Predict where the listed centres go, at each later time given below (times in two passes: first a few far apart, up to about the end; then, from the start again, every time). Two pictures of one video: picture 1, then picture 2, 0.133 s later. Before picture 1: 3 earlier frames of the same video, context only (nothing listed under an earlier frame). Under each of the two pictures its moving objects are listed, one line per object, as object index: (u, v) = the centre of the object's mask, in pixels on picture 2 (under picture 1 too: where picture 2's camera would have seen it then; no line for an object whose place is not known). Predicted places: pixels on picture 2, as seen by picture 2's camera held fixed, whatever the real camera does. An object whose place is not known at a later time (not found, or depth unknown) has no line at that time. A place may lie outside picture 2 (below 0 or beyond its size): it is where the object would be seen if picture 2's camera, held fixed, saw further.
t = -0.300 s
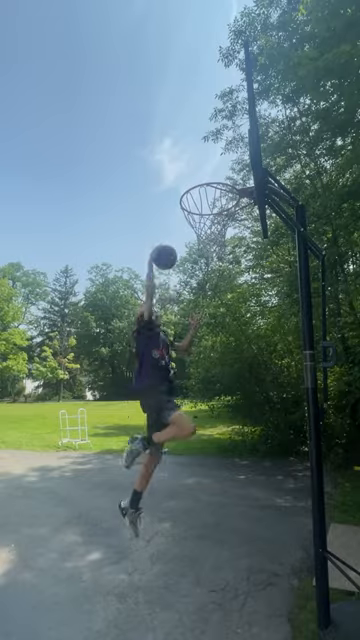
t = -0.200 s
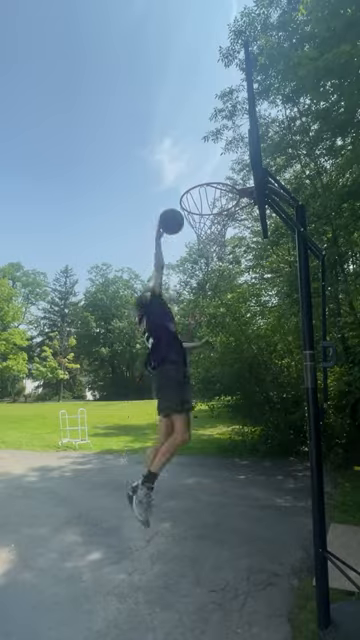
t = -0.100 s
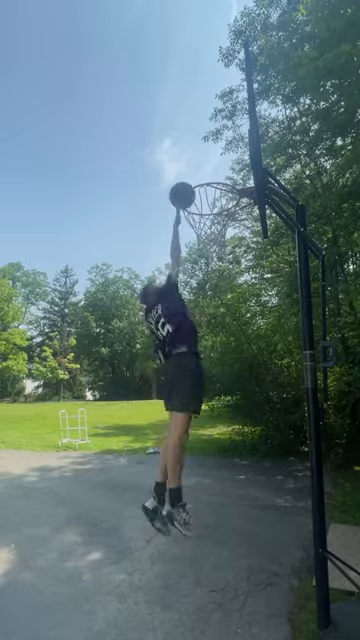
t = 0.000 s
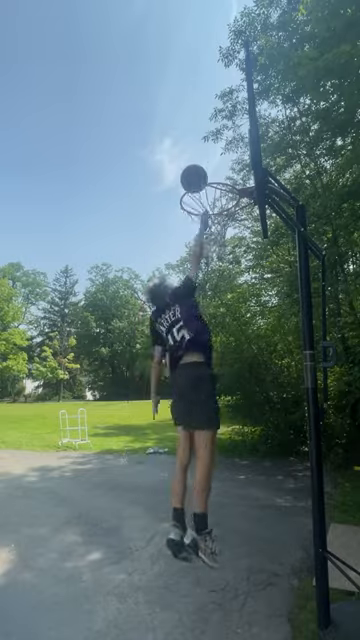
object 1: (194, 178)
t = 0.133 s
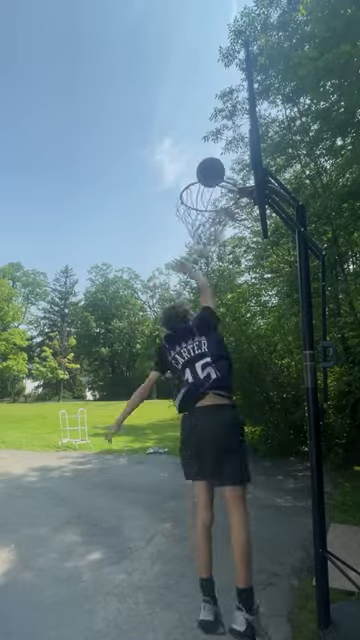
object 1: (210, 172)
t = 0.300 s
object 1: (211, 183)
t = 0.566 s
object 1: (200, 238)
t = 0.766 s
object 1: (208, 274)
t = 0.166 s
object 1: (215, 174)
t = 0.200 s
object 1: (220, 176)
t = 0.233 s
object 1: (217, 178)
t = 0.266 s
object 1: (214, 180)
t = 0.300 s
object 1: (211, 183)
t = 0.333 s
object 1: (208, 188)
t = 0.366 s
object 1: (205, 193)
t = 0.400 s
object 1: (203, 200)
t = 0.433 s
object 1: (200, 208)
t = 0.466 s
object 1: (200, 216)
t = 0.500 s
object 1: (200, 224)
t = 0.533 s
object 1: (200, 231)
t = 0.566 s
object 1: (200, 238)
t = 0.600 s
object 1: (201, 241)
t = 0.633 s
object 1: (203, 245)
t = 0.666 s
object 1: (204, 250)
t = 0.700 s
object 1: (205, 257)
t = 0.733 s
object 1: (207, 265)
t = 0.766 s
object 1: (208, 274)
